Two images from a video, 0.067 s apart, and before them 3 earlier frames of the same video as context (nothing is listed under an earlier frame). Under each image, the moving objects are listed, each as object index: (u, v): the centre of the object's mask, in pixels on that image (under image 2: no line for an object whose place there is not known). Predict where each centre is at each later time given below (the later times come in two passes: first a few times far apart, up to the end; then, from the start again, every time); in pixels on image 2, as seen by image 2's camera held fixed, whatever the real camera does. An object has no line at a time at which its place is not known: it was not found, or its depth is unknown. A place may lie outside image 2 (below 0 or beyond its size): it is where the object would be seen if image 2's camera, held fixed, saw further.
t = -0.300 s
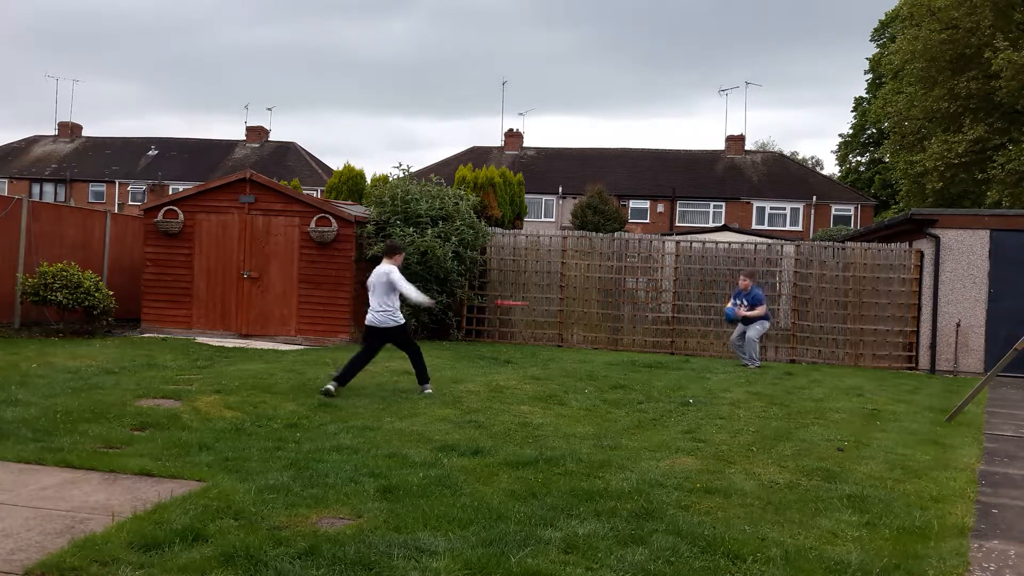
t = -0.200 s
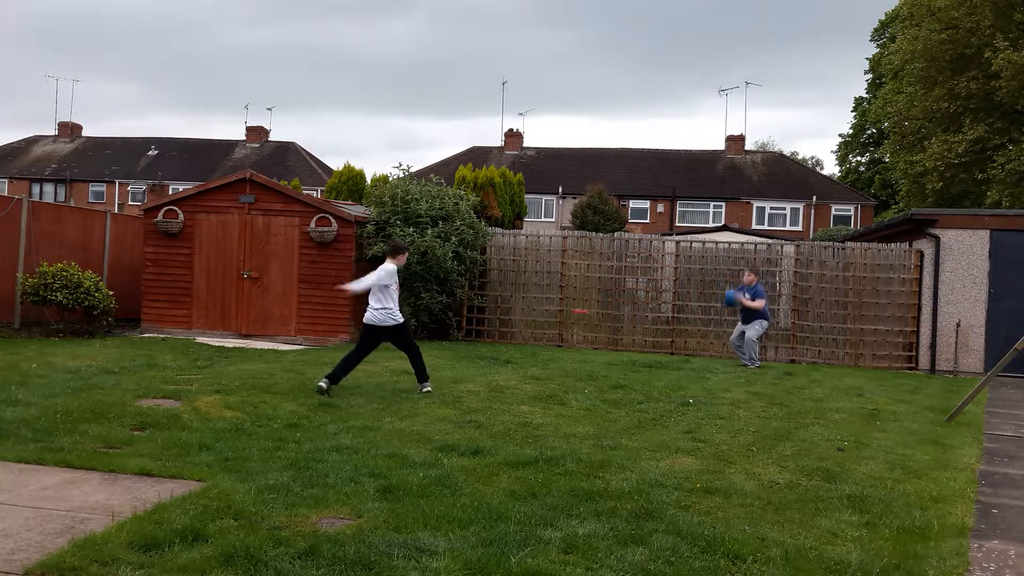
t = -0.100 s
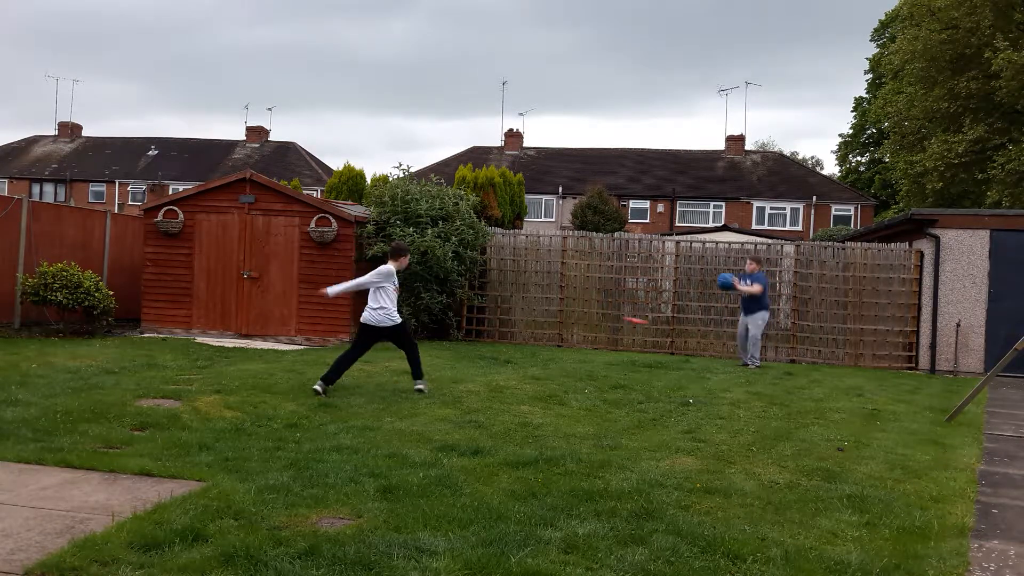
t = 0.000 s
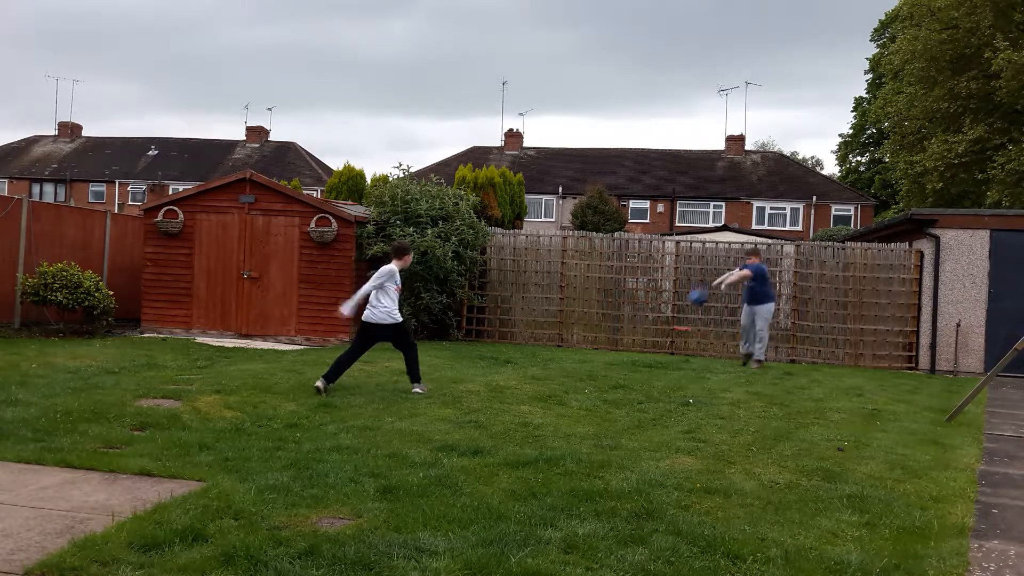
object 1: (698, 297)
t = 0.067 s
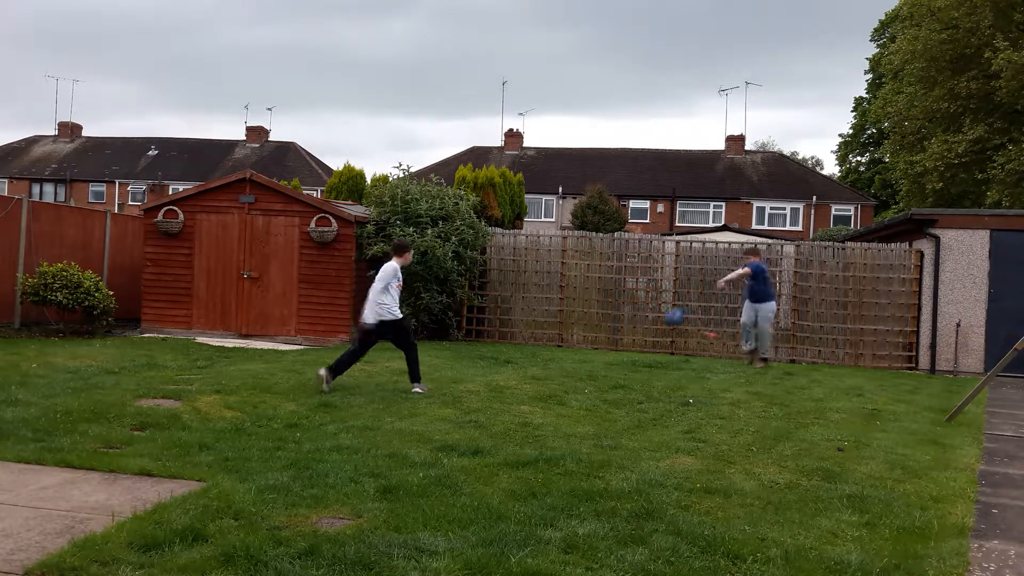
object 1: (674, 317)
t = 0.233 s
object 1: (631, 340)
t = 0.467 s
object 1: (598, 309)
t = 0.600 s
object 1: (580, 309)
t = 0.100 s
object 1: (665, 326)
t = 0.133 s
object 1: (657, 338)
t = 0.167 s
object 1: (643, 351)
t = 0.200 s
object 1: (638, 349)
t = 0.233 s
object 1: (631, 340)
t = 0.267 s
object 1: (625, 332)
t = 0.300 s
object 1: (622, 327)
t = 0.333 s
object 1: (618, 323)
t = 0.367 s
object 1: (614, 317)
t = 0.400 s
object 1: (607, 314)
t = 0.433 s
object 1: (603, 311)
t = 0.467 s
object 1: (598, 309)
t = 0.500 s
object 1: (593, 307)
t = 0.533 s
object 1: (589, 307)
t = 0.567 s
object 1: (584, 308)
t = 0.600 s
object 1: (580, 309)
